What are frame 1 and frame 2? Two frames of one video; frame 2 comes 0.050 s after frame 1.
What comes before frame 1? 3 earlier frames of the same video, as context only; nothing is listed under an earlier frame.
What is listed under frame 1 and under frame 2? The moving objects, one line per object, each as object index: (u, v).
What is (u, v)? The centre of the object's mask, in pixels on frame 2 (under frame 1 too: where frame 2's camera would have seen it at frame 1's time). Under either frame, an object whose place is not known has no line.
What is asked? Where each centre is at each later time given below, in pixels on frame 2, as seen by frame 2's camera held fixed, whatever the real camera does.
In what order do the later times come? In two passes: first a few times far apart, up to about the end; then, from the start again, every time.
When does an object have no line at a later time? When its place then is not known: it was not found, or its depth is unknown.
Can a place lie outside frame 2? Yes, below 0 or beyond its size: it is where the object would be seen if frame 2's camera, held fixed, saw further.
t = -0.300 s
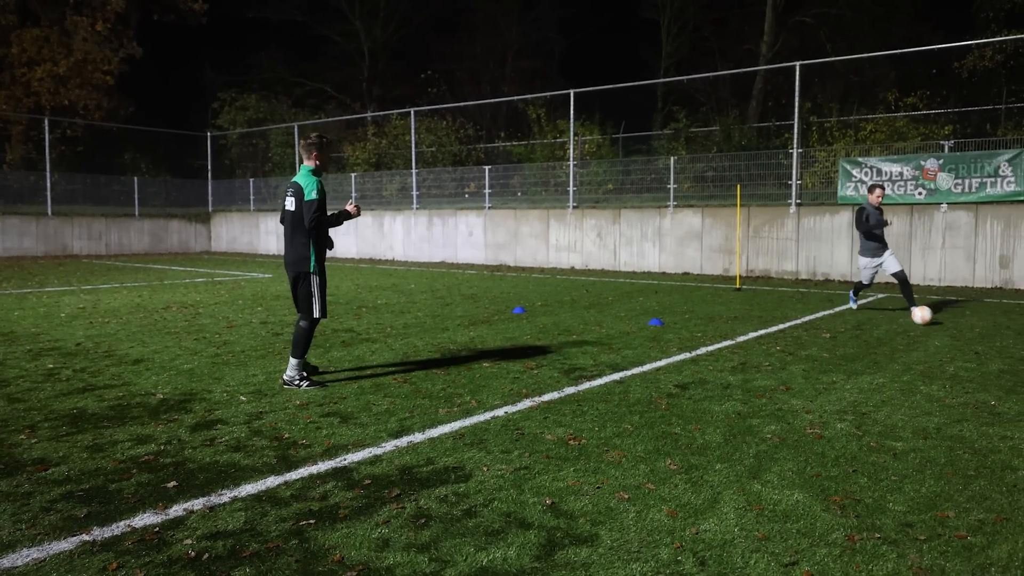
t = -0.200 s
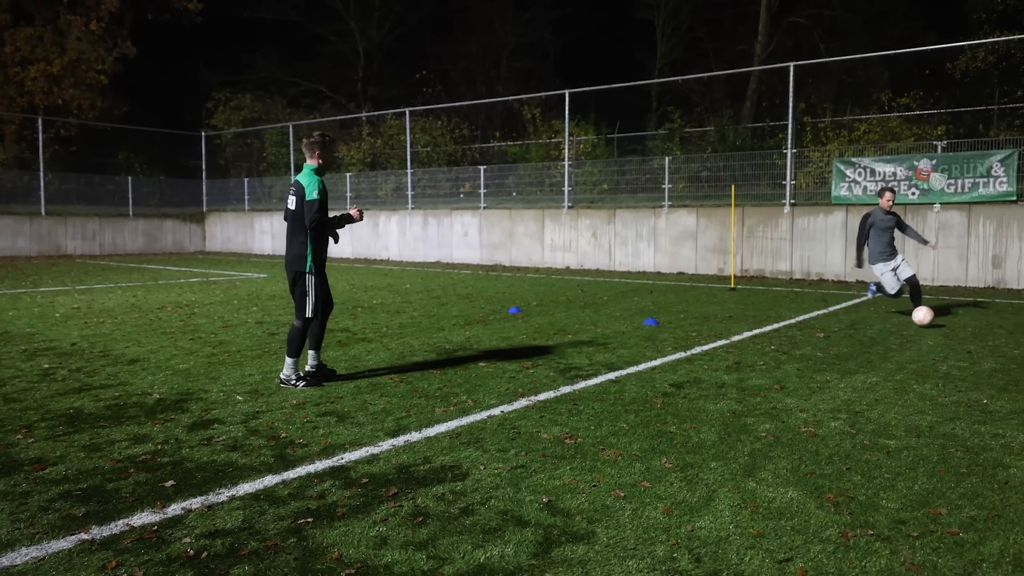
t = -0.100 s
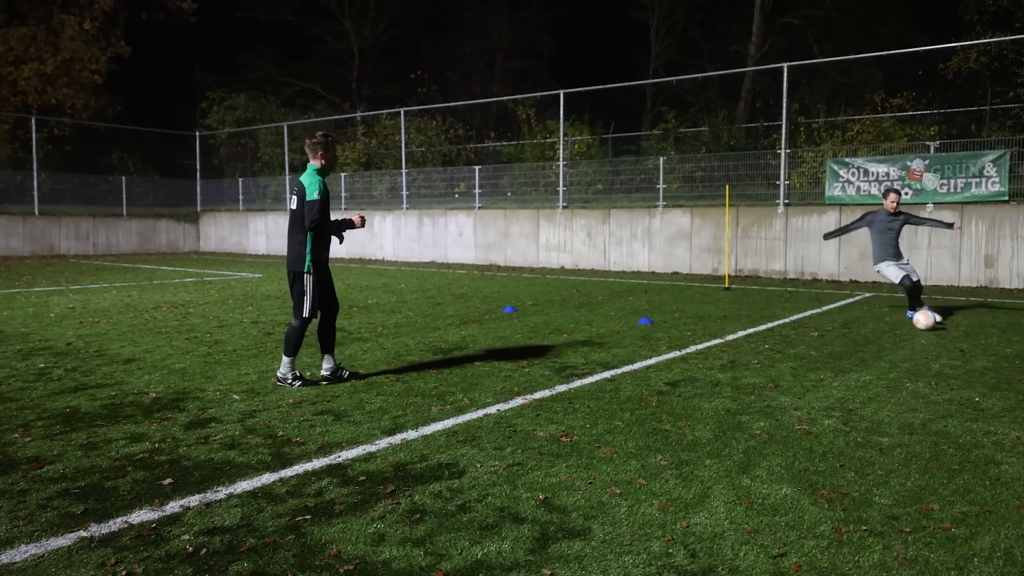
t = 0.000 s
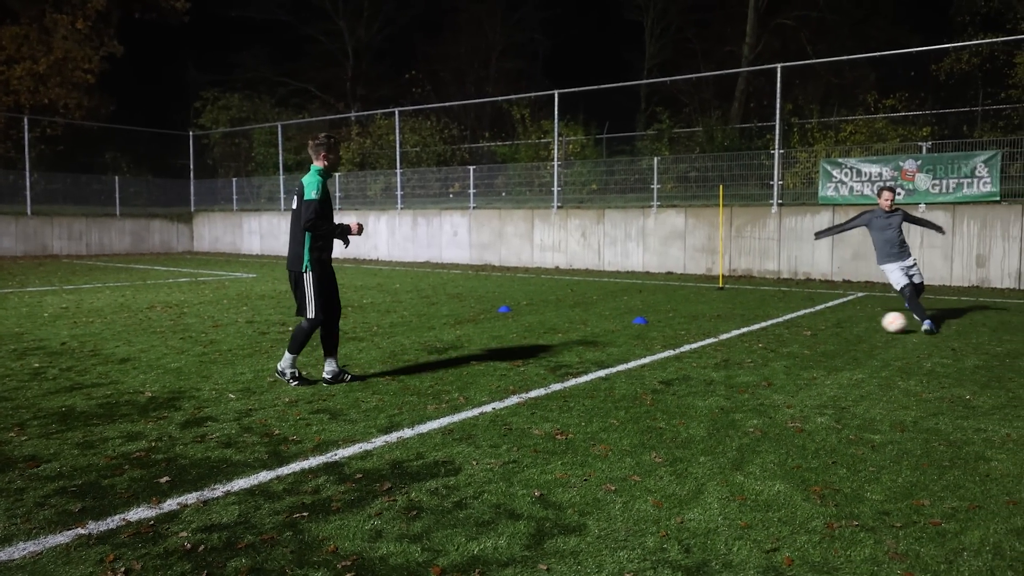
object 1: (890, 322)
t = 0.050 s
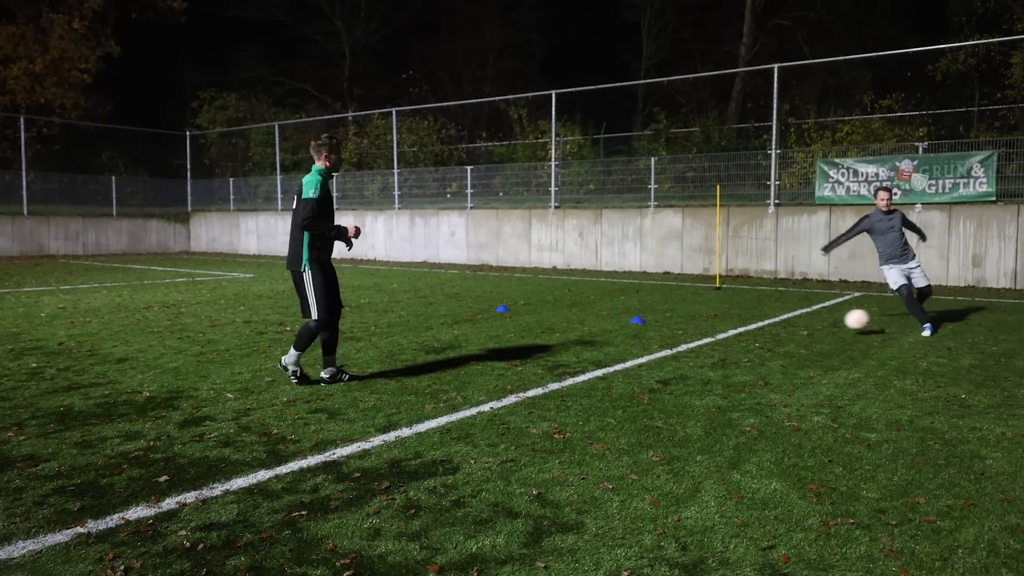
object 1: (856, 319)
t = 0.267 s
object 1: (702, 329)
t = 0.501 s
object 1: (543, 339)
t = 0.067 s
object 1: (845, 319)
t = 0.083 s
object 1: (833, 319)
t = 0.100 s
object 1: (821, 319)
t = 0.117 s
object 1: (809, 321)
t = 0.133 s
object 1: (798, 322)
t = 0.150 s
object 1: (785, 323)
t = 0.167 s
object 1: (773, 324)
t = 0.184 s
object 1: (761, 326)
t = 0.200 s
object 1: (749, 328)
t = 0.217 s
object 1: (736, 330)
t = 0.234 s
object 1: (724, 331)
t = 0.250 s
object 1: (713, 331)
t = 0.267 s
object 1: (702, 329)
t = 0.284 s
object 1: (691, 329)
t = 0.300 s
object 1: (680, 328)
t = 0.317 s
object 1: (669, 328)
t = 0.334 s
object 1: (657, 328)
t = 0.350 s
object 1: (646, 329)
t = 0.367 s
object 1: (634, 329)
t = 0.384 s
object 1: (622, 330)
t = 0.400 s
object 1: (610, 332)
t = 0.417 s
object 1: (598, 334)
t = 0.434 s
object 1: (586, 336)
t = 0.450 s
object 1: (574, 338)
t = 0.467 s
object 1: (563, 340)
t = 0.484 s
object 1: (554, 339)
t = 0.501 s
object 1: (543, 339)
